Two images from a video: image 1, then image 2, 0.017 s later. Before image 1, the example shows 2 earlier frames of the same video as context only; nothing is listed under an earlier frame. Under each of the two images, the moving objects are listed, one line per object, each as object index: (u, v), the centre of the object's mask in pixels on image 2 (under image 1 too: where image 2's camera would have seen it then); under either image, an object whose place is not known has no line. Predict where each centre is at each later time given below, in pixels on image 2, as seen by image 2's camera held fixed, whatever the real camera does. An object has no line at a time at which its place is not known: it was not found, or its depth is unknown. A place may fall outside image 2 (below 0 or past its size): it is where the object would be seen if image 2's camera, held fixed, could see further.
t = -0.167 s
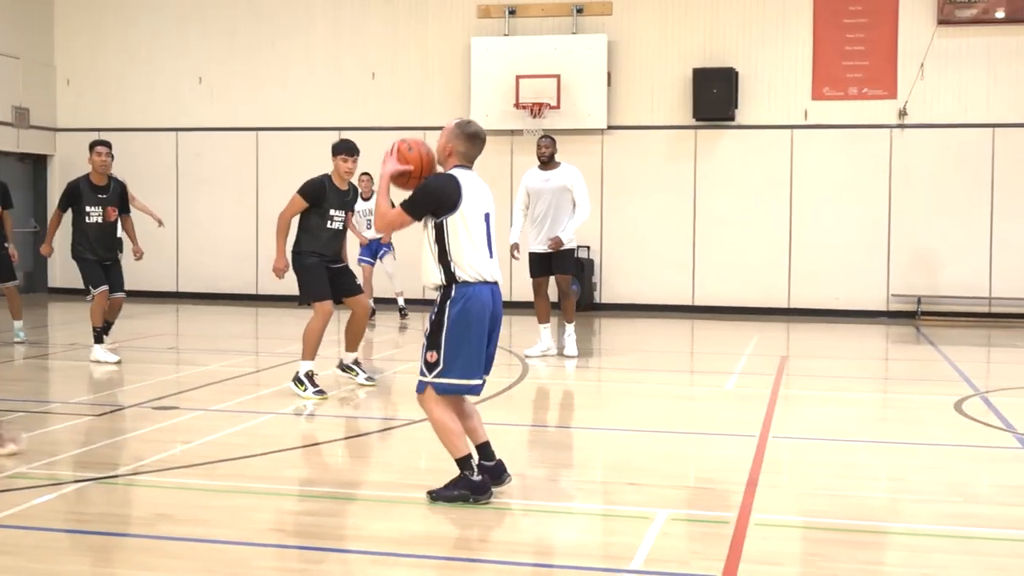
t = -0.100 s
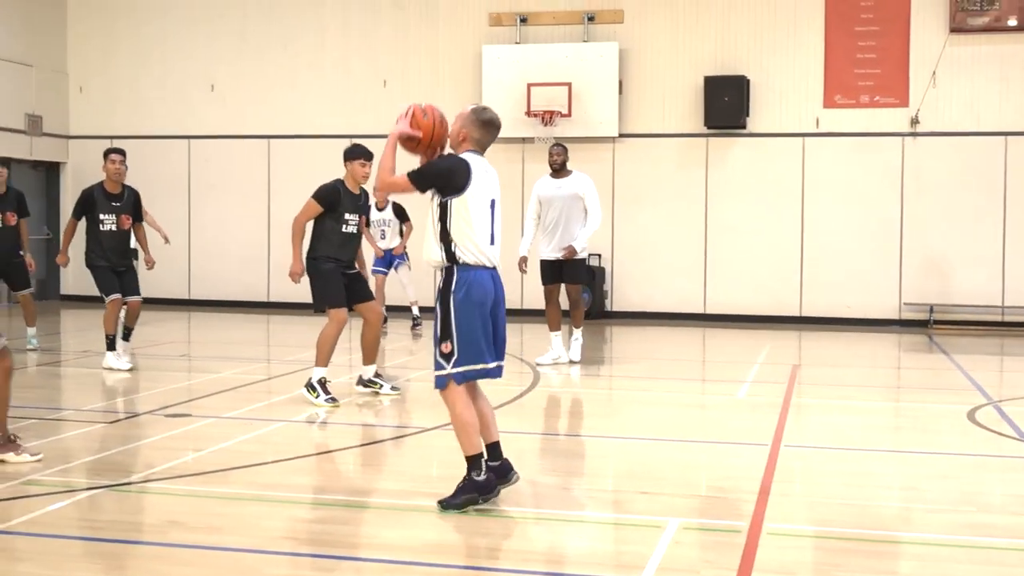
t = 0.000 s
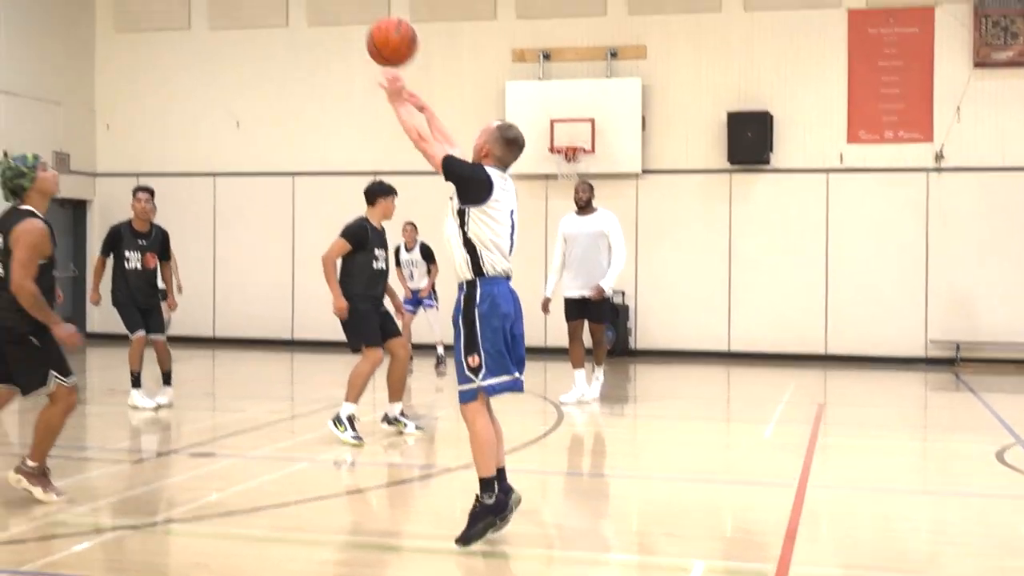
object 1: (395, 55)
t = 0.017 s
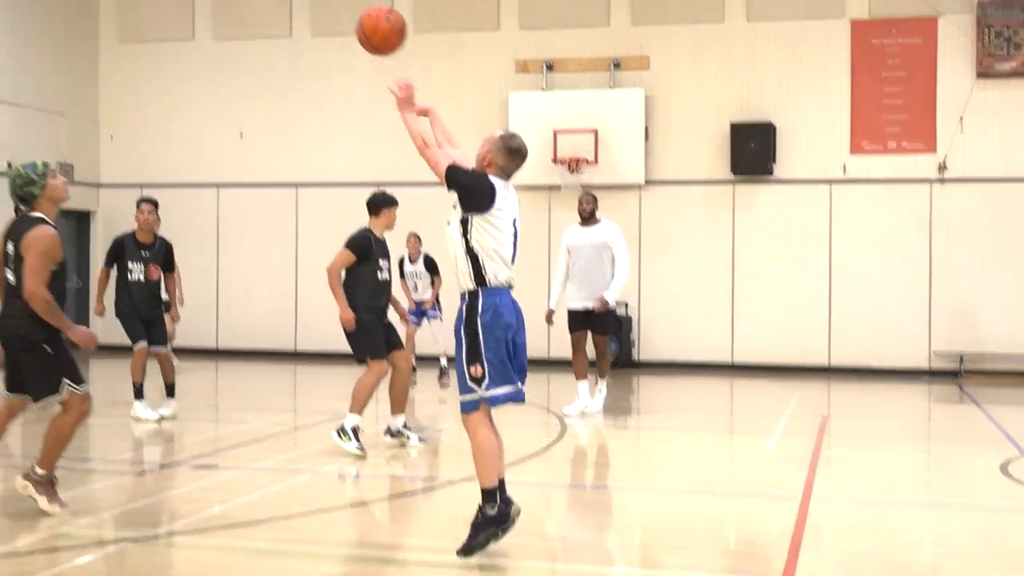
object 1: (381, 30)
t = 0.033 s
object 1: (368, 5)
